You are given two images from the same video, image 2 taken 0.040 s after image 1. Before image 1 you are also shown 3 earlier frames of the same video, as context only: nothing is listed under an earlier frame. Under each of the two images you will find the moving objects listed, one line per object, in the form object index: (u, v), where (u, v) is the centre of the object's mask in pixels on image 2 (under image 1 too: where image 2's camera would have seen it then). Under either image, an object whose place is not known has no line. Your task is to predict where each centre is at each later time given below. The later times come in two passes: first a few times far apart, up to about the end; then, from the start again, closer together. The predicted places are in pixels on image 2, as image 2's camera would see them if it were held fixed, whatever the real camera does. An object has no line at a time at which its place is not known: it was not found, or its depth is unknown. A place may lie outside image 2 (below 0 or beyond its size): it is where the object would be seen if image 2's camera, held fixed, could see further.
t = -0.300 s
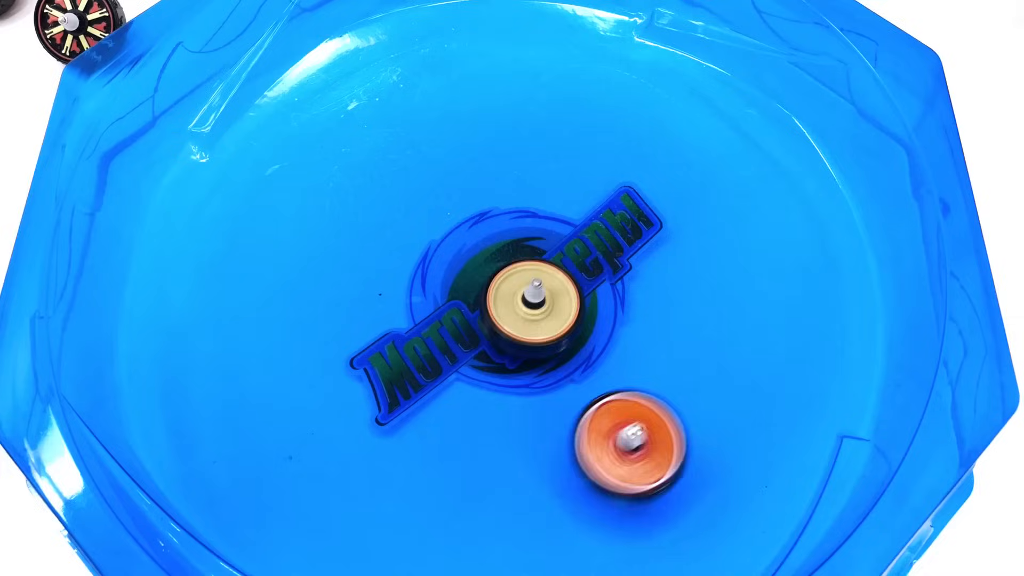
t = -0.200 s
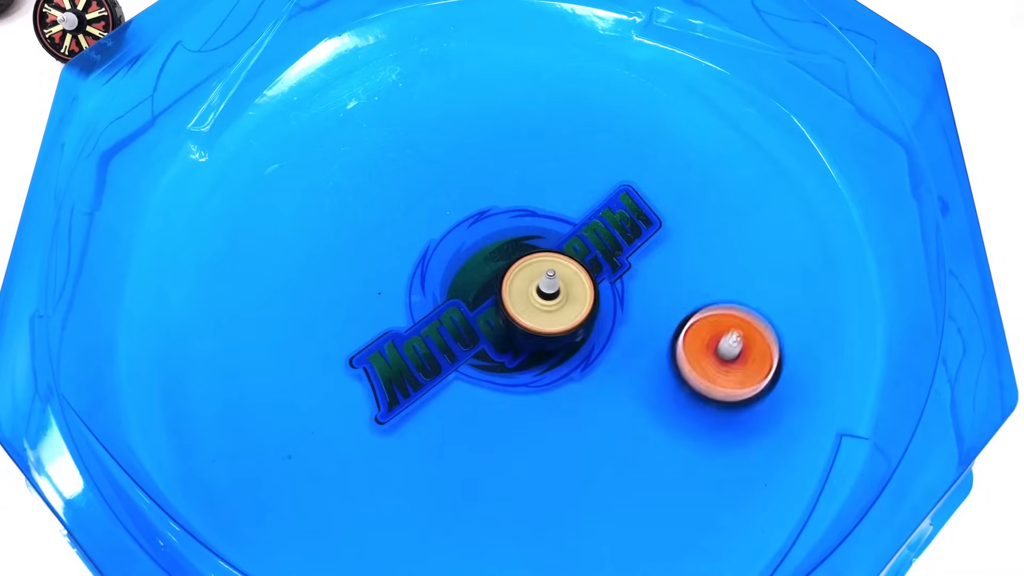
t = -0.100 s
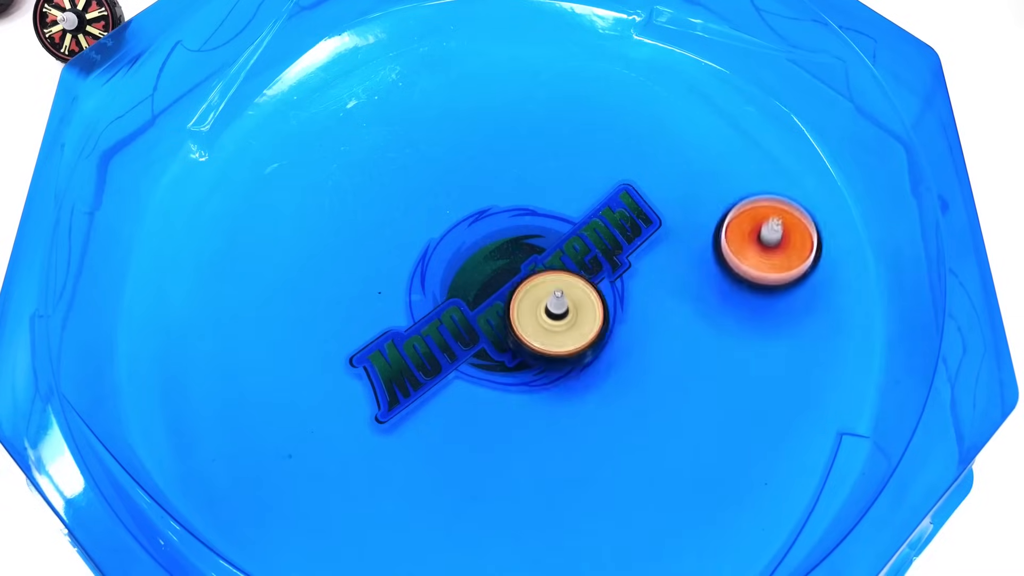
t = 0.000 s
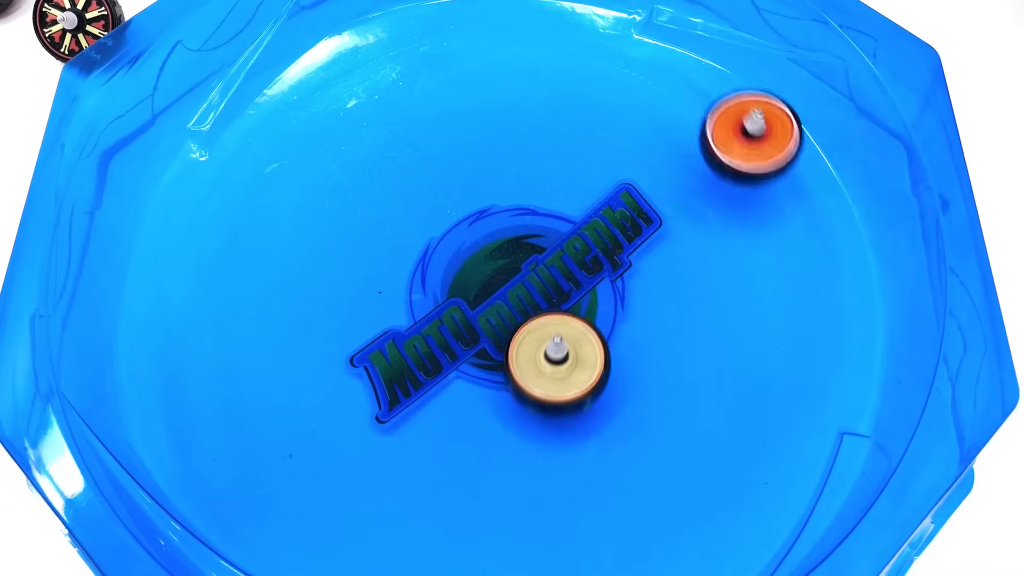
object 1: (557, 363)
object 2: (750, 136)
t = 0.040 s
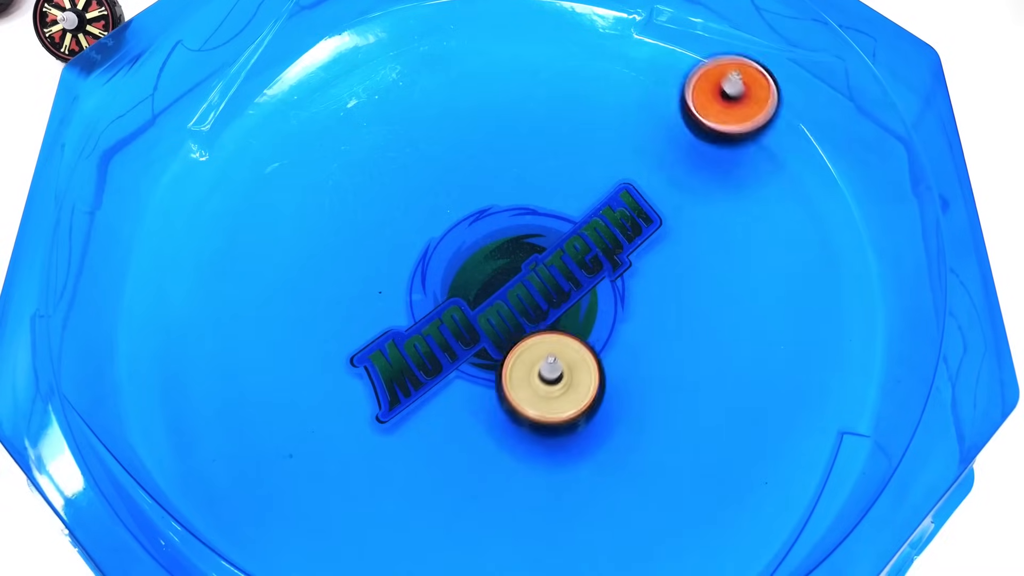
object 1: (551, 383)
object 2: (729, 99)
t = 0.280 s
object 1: (445, 427)
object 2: (460, 54)
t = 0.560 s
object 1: (425, 291)
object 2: (251, 329)
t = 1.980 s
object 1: (605, 170)
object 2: (193, 436)
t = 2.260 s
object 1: (574, 352)
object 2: (585, 501)
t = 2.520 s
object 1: (357, 367)
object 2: (742, 234)
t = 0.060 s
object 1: (546, 391)
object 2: (716, 82)
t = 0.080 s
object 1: (540, 401)
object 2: (700, 68)
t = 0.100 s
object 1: (533, 410)
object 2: (678, 60)
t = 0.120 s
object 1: (524, 417)
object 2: (656, 52)
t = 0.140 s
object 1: (515, 423)
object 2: (634, 46)
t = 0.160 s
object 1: (506, 428)
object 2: (610, 41)
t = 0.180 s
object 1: (496, 431)
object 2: (585, 39)
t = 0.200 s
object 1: (485, 433)
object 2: (560, 38)
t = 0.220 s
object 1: (475, 434)
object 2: (535, 39)
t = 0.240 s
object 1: (464, 433)
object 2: (510, 41)
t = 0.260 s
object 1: (454, 431)
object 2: (485, 46)
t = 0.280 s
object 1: (445, 427)
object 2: (460, 54)
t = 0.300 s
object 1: (436, 422)
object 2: (436, 63)
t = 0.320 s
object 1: (428, 416)
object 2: (413, 73)
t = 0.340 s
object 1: (421, 409)
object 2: (390, 87)
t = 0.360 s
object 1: (415, 400)
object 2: (368, 103)
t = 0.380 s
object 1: (410, 391)
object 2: (348, 120)
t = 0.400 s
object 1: (406, 381)
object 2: (329, 139)
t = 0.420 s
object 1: (403, 371)
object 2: (312, 159)
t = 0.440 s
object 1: (402, 361)
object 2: (297, 180)
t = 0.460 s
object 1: (402, 348)
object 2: (283, 203)
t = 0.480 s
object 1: (404, 338)
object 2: (272, 226)
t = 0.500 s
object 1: (408, 327)
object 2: (263, 251)
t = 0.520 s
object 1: (412, 315)
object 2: (257, 276)
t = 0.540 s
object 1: (419, 303)
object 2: (252, 302)
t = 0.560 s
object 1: (425, 291)
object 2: (251, 329)
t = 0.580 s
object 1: (433, 281)
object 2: (251, 355)
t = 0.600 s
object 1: (443, 272)
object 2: (254, 382)
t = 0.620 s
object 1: (453, 264)
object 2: (260, 409)
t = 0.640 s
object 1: (464, 255)
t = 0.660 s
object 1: (475, 250)
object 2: (280, 460)
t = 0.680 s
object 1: (487, 243)
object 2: (294, 485)
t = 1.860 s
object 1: (533, 137)
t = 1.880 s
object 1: (546, 139)
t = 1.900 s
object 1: (559, 142)
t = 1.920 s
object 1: (572, 148)
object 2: (158, 364)
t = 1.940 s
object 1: (584, 154)
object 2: (166, 389)
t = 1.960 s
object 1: (595, 162)
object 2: (178, 413)
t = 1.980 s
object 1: (605, 170)
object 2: (193, 436)
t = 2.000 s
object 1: (613, 182)
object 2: (210, 457)
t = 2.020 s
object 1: (621, 194)
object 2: (231, 478)
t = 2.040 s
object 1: (626, 205)
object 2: (255, 495)
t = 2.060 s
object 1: (630, 218)
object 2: (281, 510)
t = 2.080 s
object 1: (631, 231)
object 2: (309, 519)
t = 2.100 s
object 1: (633, 246)
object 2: (340, 524)
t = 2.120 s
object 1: (632, 260)
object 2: (371, 528)
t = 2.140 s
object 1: (630, 275)
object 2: (403, 530)
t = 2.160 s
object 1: (625, 290)
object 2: (435, 531)
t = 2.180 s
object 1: (618, 303)
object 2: (466, 530)
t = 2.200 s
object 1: (610, 316)
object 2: (497, 527)
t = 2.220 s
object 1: (600, 329)
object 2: (528, 522)
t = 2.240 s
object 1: (588, 341)
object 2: (557, 514)
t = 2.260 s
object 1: (574, 352)
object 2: (585, 501)
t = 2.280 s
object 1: (560, 362)
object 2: (611, 486)
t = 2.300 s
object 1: (545, 372)
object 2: (634, 469)
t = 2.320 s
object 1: (529, 381)
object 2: (656, 450)
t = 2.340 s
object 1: (511, 387)
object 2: (675, 431)
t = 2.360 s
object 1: (493, 389)
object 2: (692, 410)
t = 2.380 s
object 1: (475, 391)
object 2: (706, 389)
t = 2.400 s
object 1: (457, 393)
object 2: (718, 367)
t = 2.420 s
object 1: (438, 393)
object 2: (728, 345)
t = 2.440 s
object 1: (420, 392)
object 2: (735, 323)
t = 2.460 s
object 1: (403, 387)
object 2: (740, 300)
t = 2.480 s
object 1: (387, 382)
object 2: (743, 278)
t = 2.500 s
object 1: (371, 375)
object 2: (743, 256)
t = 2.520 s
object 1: (357, 367)
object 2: (742, 234)
